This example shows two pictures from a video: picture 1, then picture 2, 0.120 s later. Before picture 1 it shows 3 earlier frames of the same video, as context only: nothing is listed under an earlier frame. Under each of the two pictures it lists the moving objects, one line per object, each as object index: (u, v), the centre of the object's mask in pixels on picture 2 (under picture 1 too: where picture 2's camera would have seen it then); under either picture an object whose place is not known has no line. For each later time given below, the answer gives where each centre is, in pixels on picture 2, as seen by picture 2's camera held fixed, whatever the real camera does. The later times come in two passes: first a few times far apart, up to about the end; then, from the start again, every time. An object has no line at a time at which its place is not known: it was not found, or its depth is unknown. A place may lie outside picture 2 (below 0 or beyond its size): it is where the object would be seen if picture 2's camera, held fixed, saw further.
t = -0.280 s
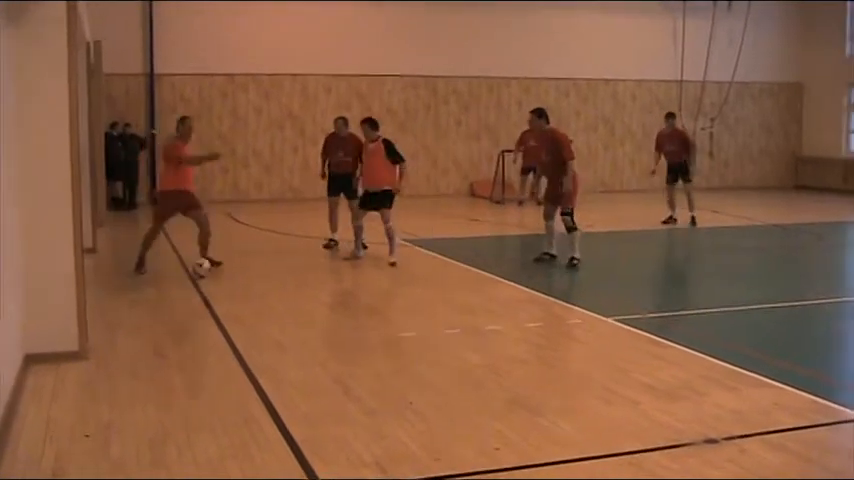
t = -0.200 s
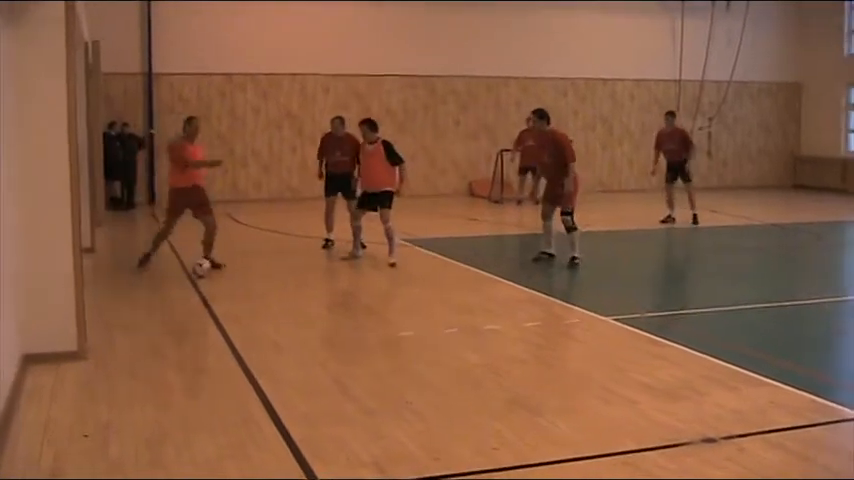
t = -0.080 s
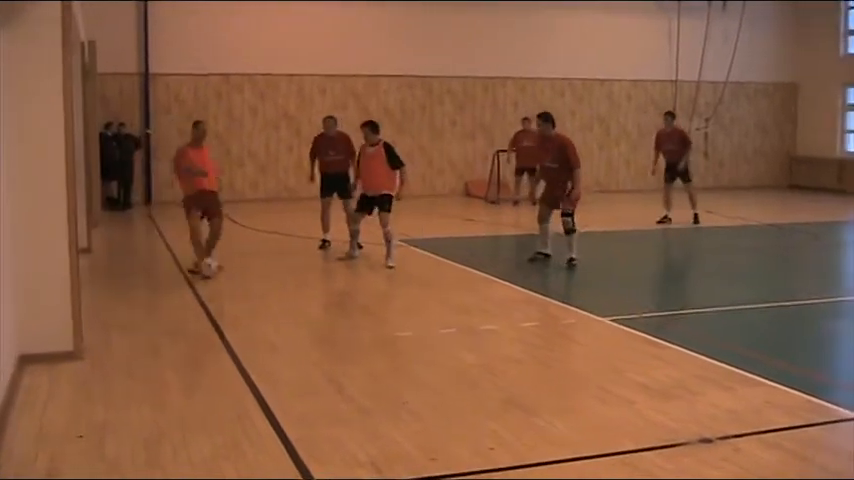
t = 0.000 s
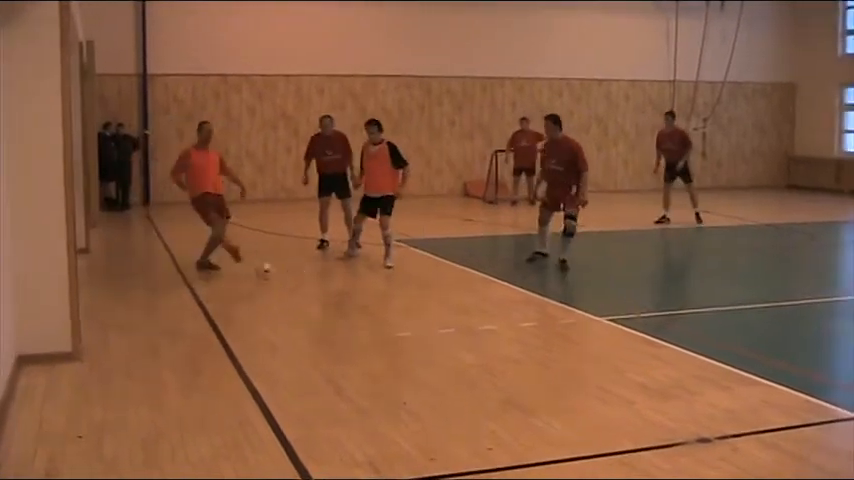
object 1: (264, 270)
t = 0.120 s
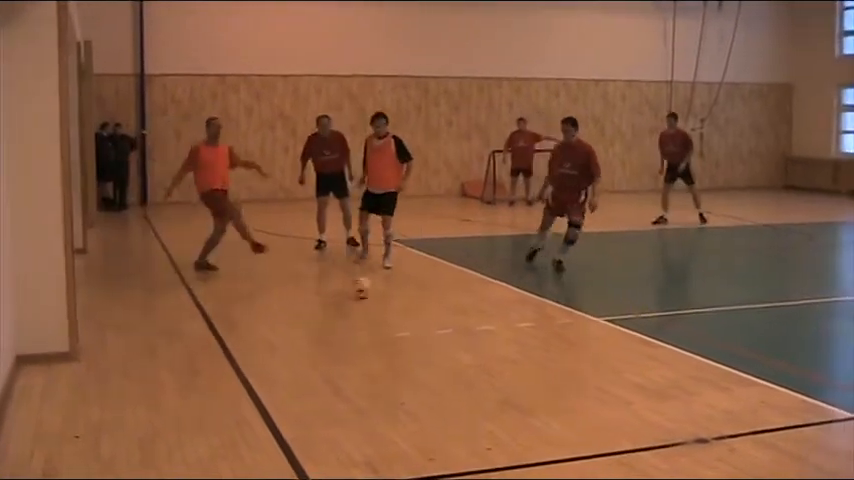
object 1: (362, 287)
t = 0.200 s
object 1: (432, 297)
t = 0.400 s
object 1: (624, 314)
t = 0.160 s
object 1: (396, 290)
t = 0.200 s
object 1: (432, 297)
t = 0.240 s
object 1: (468, 301)
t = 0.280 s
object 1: (504, 306)
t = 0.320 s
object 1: (545, 308)
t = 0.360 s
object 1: (584, 313)
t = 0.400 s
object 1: (624, 314)
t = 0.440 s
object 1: (667, 319)
